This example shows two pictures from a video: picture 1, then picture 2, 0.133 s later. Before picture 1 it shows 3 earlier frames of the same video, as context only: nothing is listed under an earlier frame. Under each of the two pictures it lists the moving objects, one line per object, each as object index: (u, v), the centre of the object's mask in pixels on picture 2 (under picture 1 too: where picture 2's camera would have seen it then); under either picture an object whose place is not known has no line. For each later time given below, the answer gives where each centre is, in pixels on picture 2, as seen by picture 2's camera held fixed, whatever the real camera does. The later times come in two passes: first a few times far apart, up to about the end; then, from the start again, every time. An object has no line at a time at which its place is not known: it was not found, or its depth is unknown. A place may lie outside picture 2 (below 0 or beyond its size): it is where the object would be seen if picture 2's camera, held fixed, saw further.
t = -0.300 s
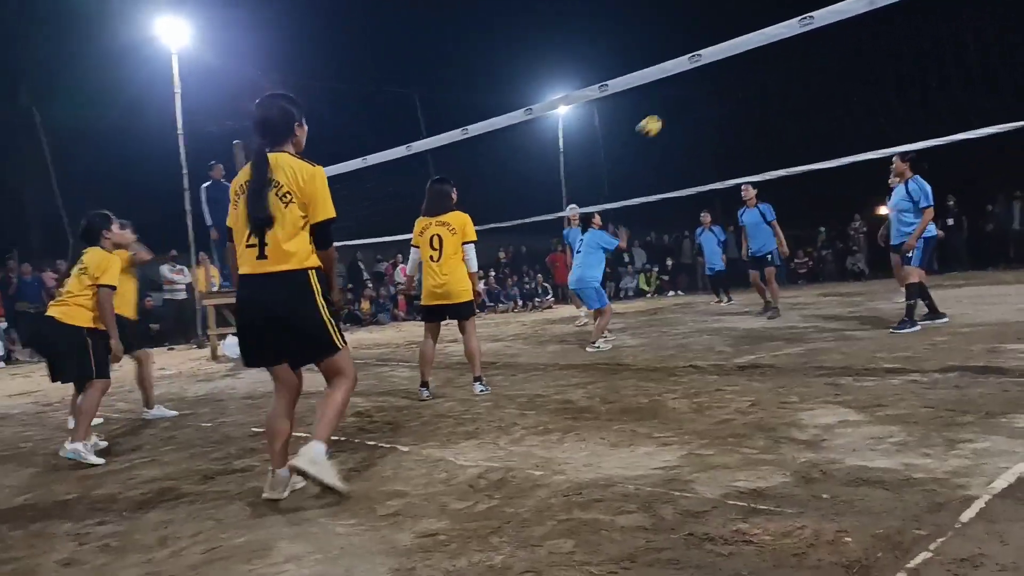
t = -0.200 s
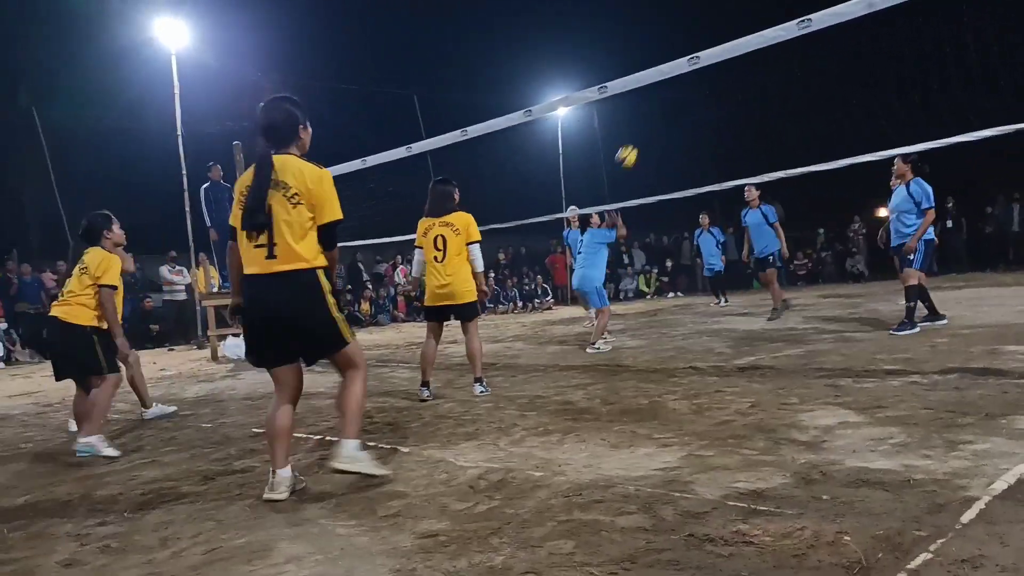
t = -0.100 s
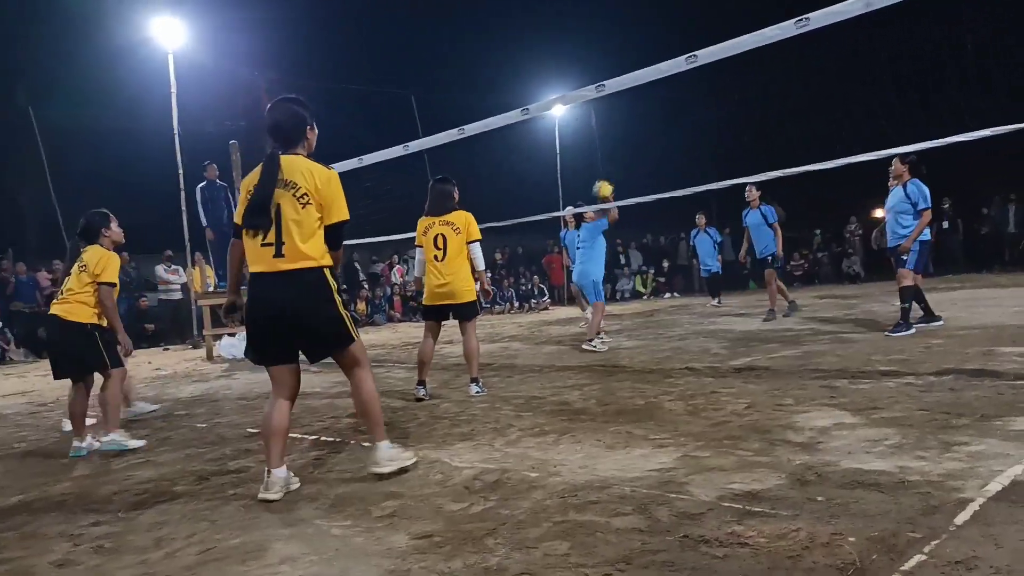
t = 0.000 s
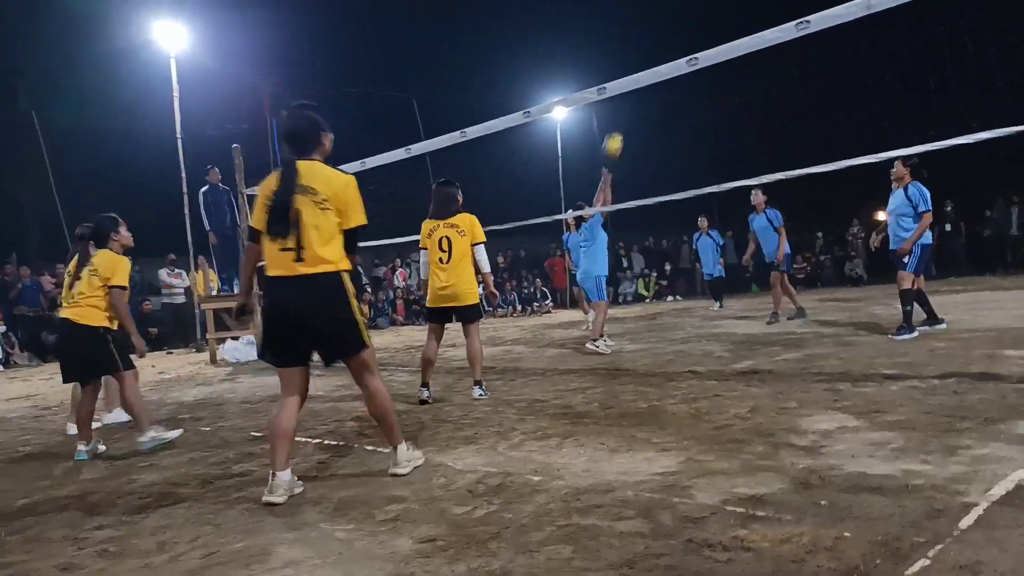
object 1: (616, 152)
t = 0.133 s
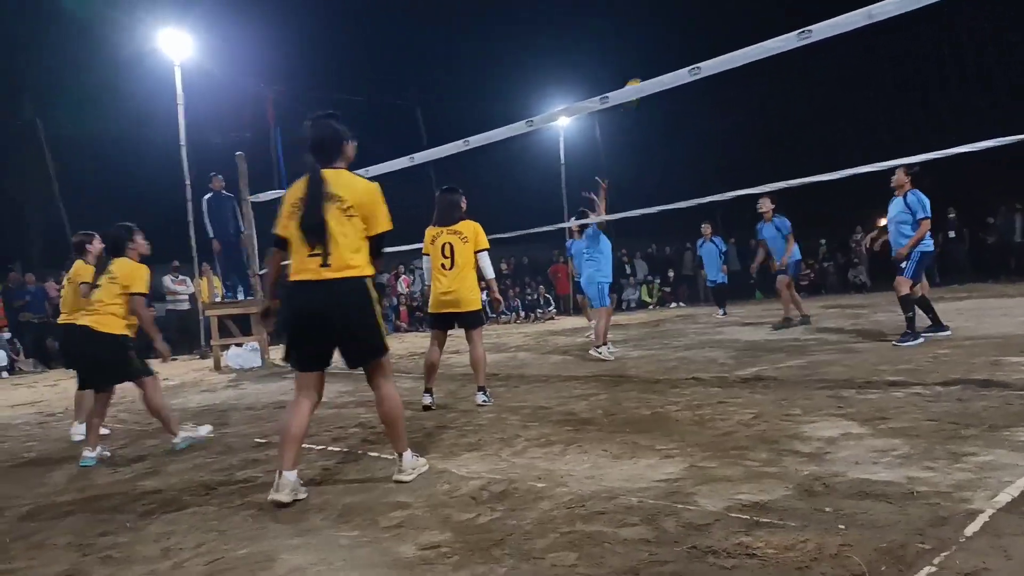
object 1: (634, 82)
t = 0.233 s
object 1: (645, 58)
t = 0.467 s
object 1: (682, 13)
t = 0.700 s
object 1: (726, 17)
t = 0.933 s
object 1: (777, 77)
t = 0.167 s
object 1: (637, 76)
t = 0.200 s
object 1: (642, 69)
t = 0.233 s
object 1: (645, 58)
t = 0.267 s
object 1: (650, 48)
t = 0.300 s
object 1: (656, 39)
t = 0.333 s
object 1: (661, 32)
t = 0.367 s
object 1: (667, 25)
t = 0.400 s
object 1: (671, 20)
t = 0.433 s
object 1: (675, 17)
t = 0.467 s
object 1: (682, 13)
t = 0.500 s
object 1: (691, 9)
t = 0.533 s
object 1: (695, 8)
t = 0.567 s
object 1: (699, 8)
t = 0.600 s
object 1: (704, 9)
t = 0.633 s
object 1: (712, 11)
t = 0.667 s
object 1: (719, 14)
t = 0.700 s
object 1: (726, 17)
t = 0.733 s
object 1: (733, 22)
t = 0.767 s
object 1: (740, 28)
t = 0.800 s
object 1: (746, 35)
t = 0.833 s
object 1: (750, 39)
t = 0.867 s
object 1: (766, 62)
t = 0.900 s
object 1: (770, 67)
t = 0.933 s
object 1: (777, 77)
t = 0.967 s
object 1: (785, 89)
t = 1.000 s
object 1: (792, 104)
